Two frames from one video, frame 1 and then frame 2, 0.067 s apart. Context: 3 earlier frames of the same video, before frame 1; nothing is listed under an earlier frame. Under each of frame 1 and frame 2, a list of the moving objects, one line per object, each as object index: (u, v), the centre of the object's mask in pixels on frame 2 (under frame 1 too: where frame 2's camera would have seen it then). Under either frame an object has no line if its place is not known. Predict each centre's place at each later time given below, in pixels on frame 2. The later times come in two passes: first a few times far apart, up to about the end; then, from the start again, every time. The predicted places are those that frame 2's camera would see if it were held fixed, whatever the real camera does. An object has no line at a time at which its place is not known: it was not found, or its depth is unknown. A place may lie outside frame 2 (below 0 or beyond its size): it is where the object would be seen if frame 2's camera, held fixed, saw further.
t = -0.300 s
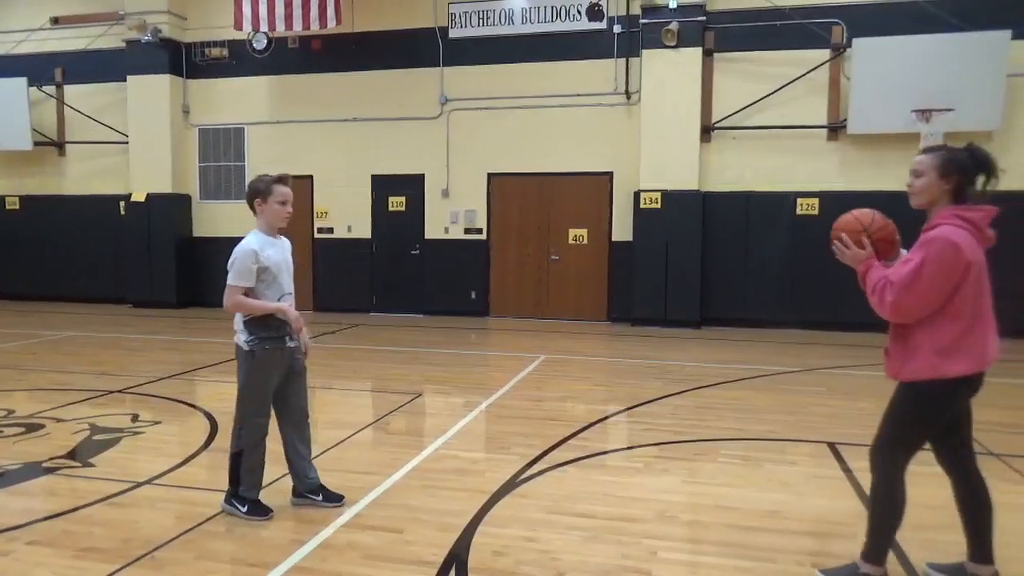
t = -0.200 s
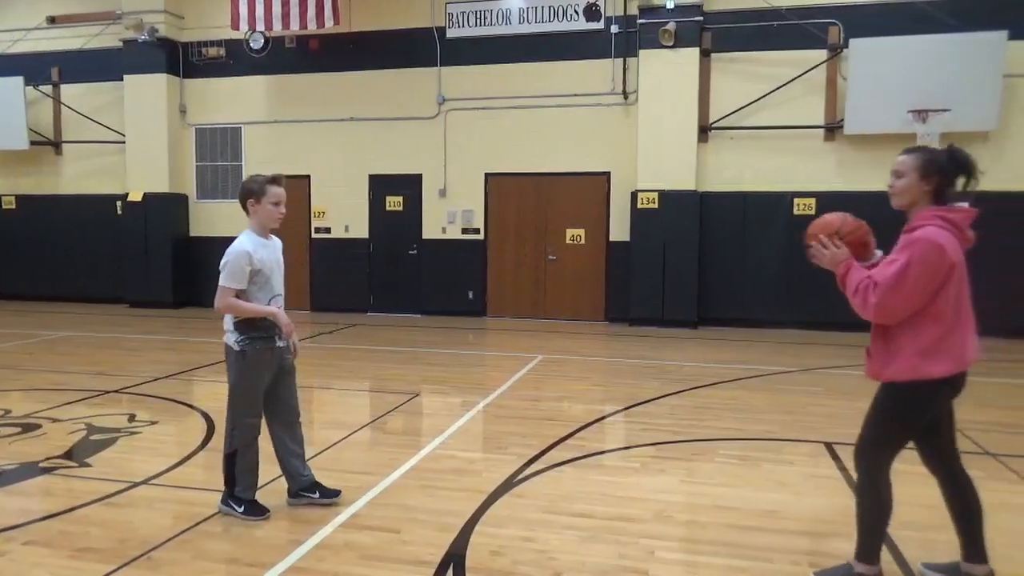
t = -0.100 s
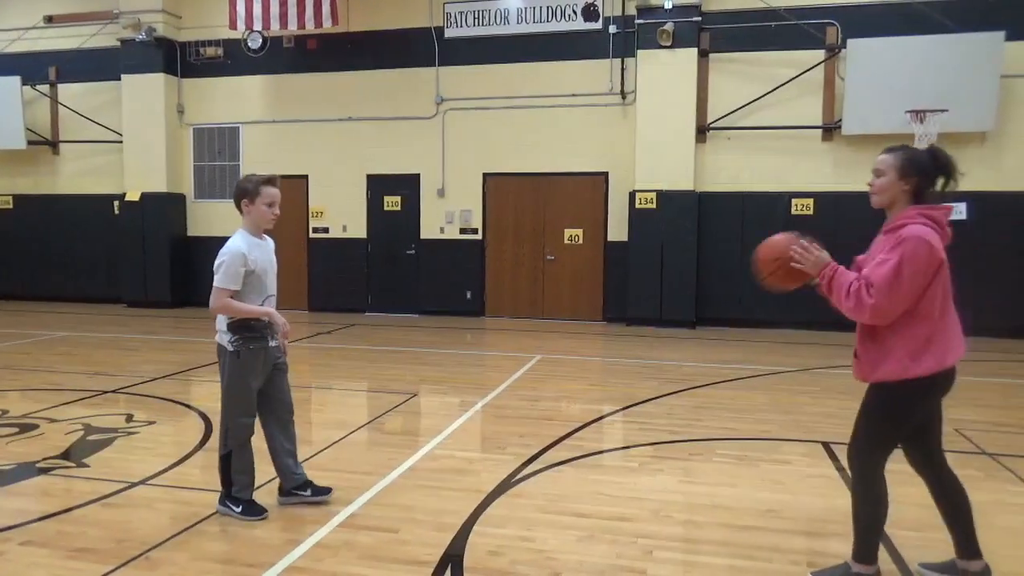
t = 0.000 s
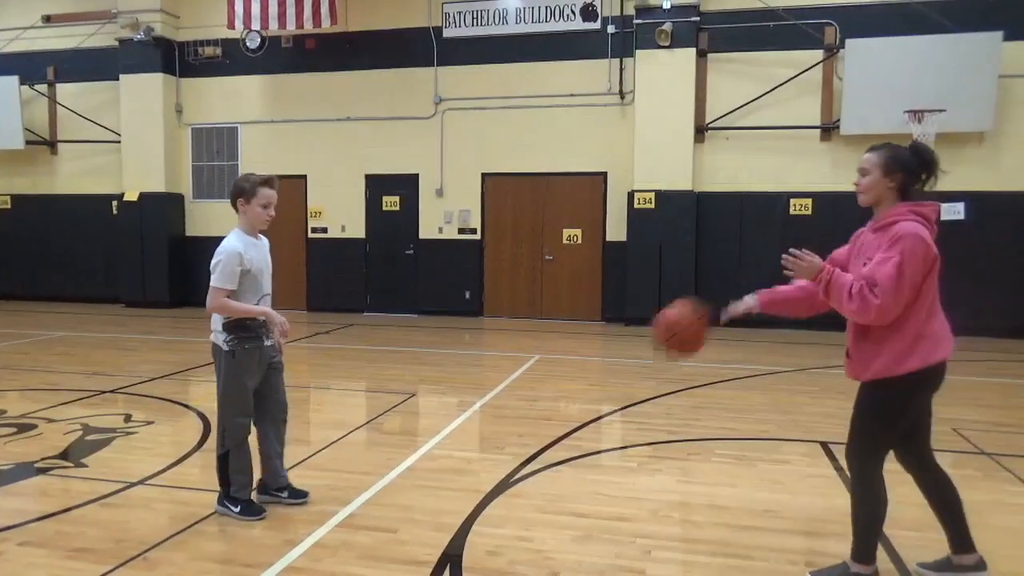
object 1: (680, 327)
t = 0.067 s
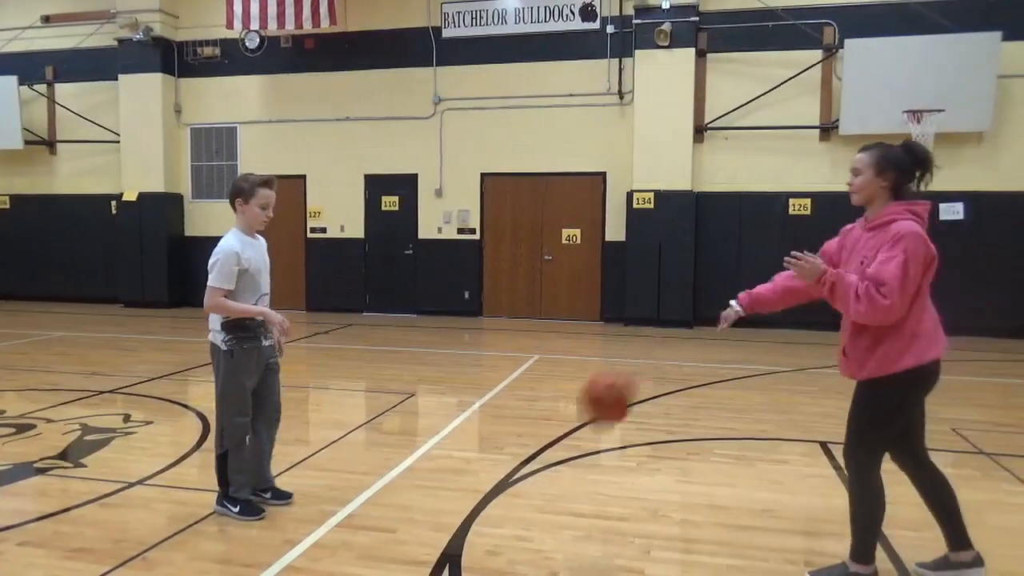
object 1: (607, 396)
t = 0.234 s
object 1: (479, 440)
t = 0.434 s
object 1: (396, 302)
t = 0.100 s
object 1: (572, 434)
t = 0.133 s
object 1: (538, 473)
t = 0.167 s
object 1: (509, 507)
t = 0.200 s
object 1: (492, 471)
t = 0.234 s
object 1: (479, 440)
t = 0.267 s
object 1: (465, 412)
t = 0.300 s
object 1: (451, 385)
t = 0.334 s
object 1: (437, 362)
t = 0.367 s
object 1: (423, 339)
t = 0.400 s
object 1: (409, 319)
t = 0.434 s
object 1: (396, 302)
